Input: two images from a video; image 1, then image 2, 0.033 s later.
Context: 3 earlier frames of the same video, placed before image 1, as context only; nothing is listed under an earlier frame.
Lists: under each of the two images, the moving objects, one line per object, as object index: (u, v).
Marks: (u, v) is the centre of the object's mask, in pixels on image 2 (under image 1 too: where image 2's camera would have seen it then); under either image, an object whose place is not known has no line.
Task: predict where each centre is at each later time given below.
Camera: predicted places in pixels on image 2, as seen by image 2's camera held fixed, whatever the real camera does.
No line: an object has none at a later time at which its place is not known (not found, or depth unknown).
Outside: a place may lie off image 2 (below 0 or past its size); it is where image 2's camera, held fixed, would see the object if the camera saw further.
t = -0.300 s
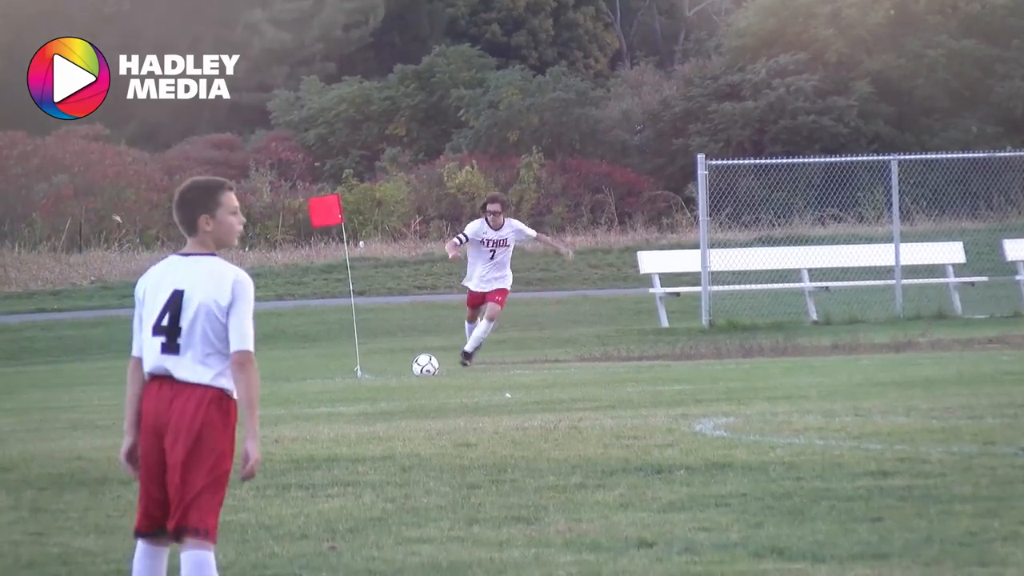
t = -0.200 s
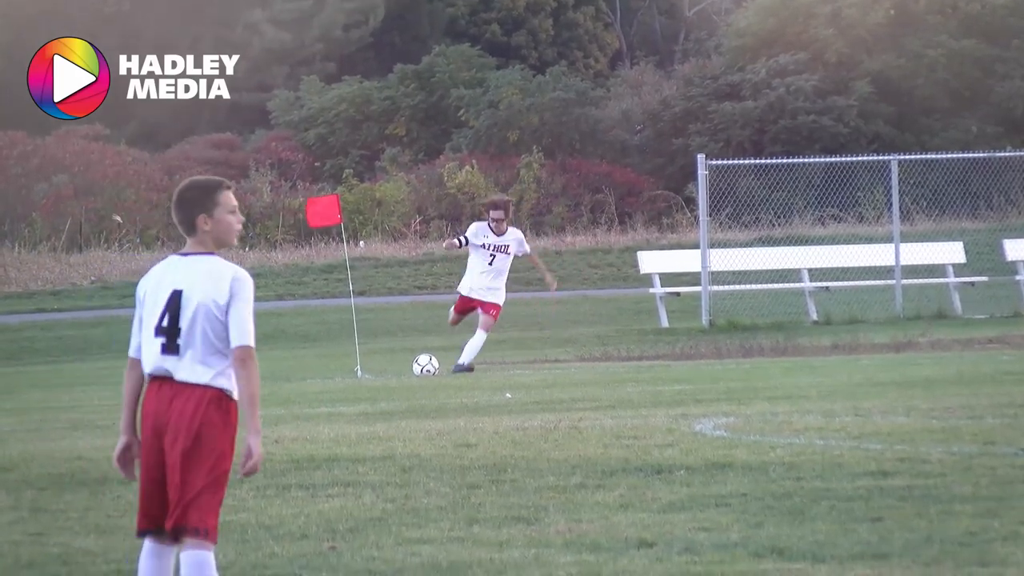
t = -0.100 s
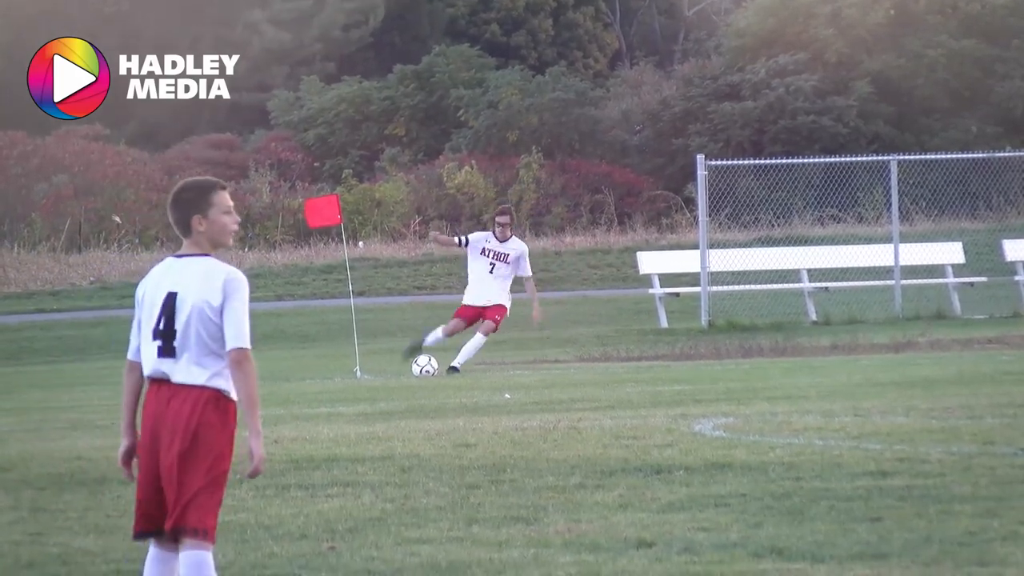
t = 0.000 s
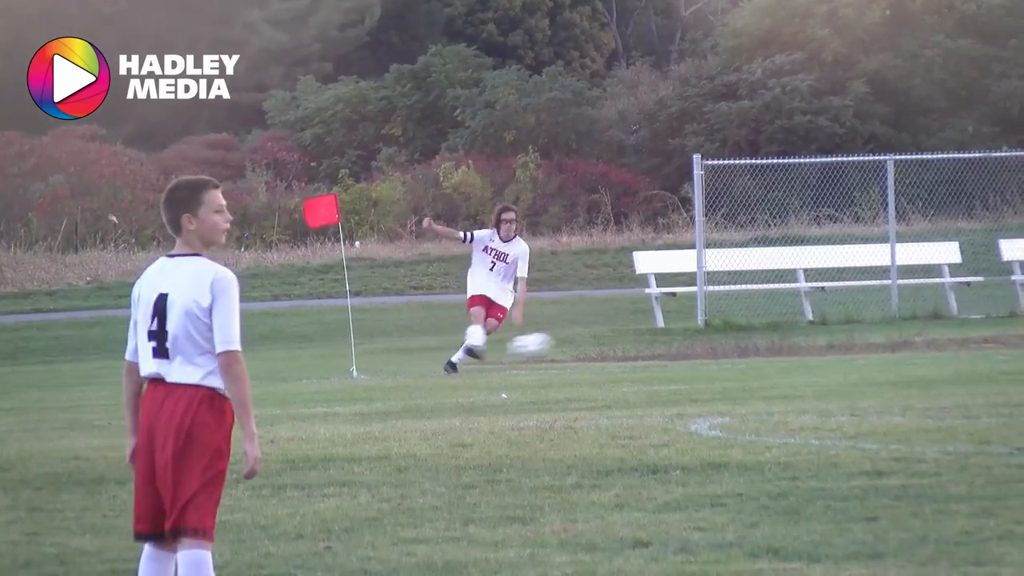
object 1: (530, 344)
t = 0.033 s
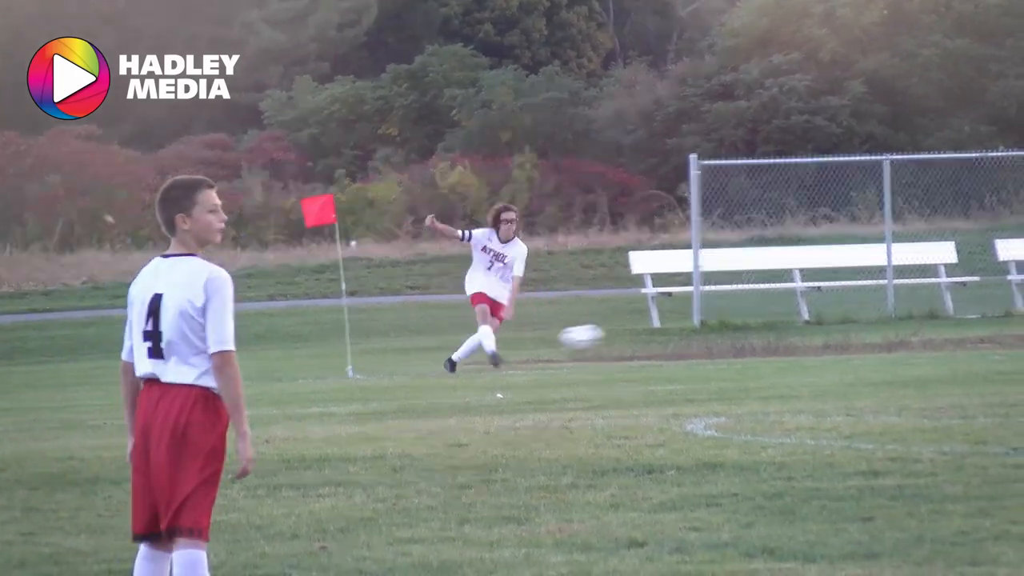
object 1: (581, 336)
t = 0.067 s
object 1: (635, 329)
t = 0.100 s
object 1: (690, 324)
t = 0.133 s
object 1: (742, 322)
